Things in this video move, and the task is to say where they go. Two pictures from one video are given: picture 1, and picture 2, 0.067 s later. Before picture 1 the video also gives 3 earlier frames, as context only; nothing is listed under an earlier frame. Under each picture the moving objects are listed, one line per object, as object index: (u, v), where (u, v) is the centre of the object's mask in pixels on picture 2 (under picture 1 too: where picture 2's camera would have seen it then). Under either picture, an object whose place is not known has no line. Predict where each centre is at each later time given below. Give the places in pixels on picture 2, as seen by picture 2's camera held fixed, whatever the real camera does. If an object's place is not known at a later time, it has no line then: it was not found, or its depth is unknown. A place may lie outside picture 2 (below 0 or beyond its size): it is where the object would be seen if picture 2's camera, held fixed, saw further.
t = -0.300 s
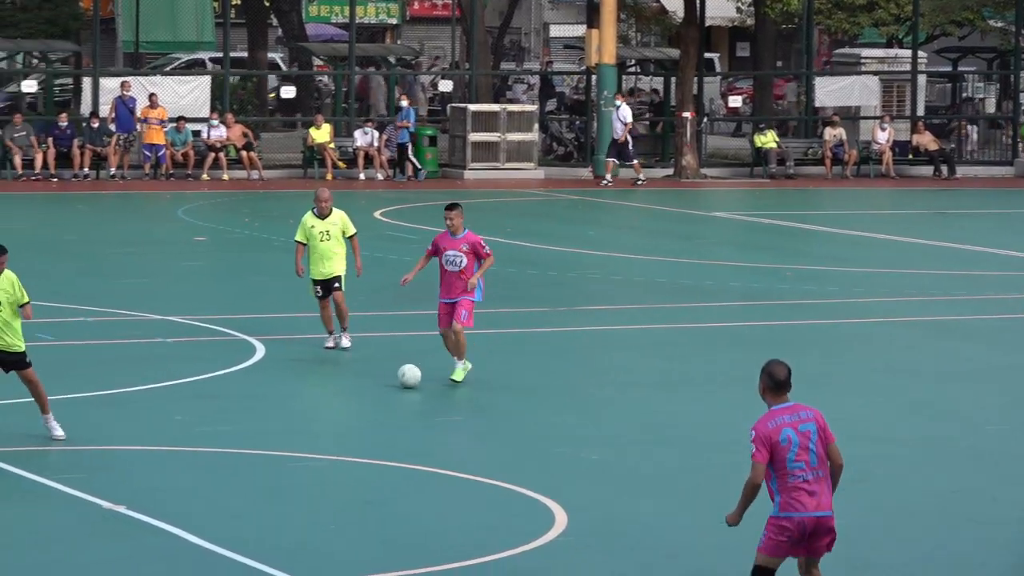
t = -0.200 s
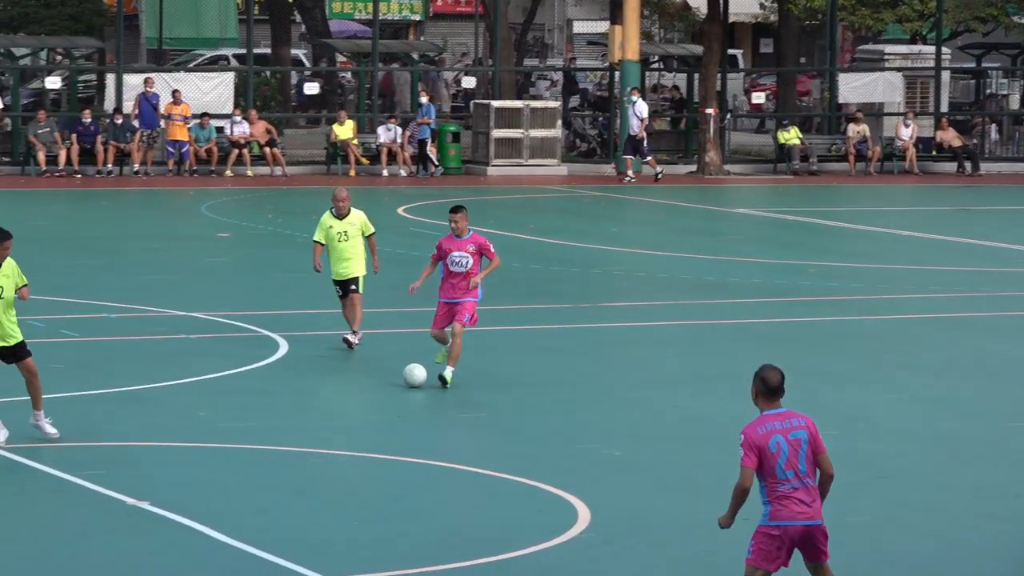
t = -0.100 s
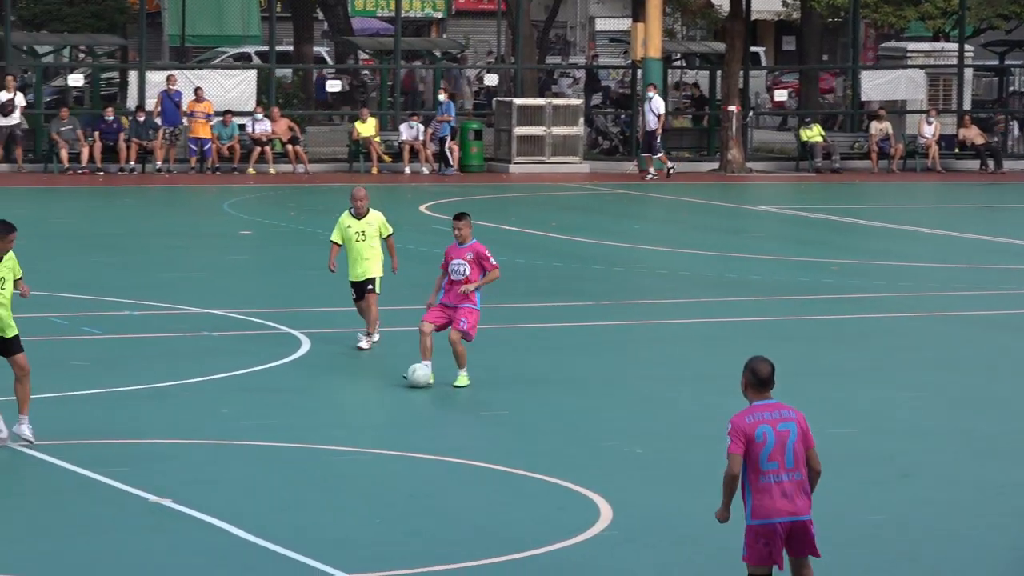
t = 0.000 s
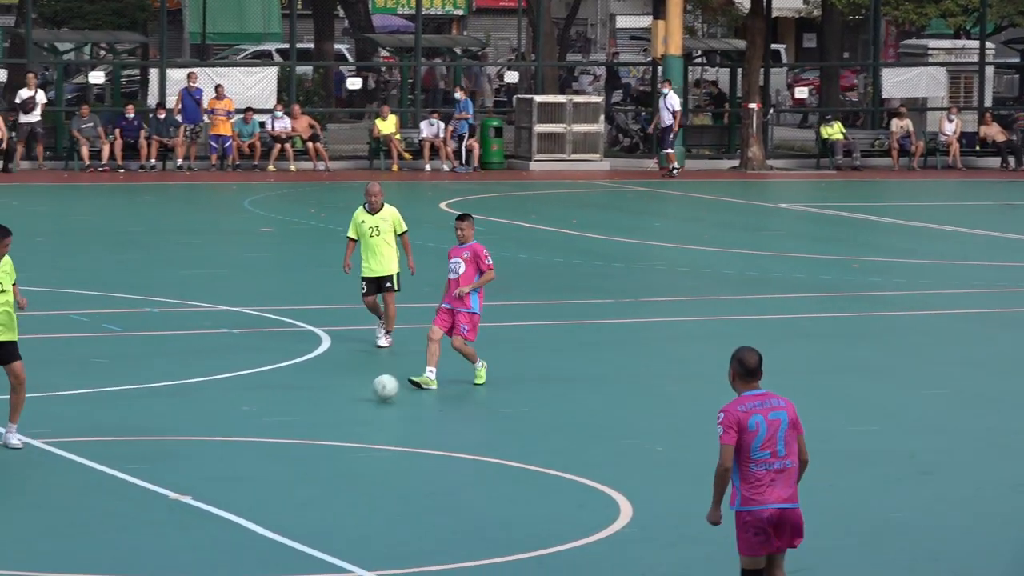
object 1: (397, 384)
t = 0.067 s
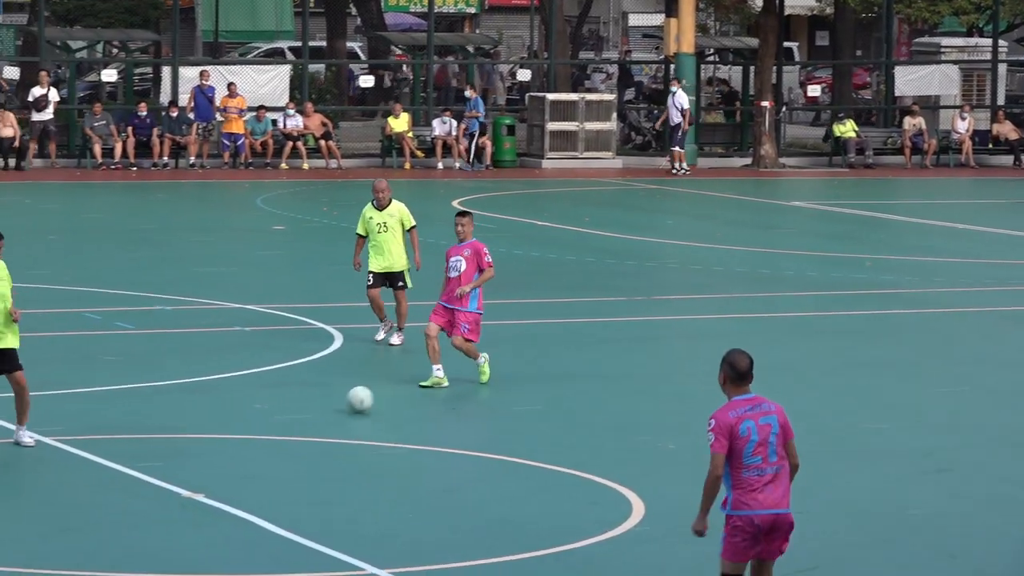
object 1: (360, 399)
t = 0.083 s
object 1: (350, 402)
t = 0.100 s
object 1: (341, 405)
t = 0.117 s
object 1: (332, 409)
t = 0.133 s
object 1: (322, 412)
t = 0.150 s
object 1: (312, 415)
